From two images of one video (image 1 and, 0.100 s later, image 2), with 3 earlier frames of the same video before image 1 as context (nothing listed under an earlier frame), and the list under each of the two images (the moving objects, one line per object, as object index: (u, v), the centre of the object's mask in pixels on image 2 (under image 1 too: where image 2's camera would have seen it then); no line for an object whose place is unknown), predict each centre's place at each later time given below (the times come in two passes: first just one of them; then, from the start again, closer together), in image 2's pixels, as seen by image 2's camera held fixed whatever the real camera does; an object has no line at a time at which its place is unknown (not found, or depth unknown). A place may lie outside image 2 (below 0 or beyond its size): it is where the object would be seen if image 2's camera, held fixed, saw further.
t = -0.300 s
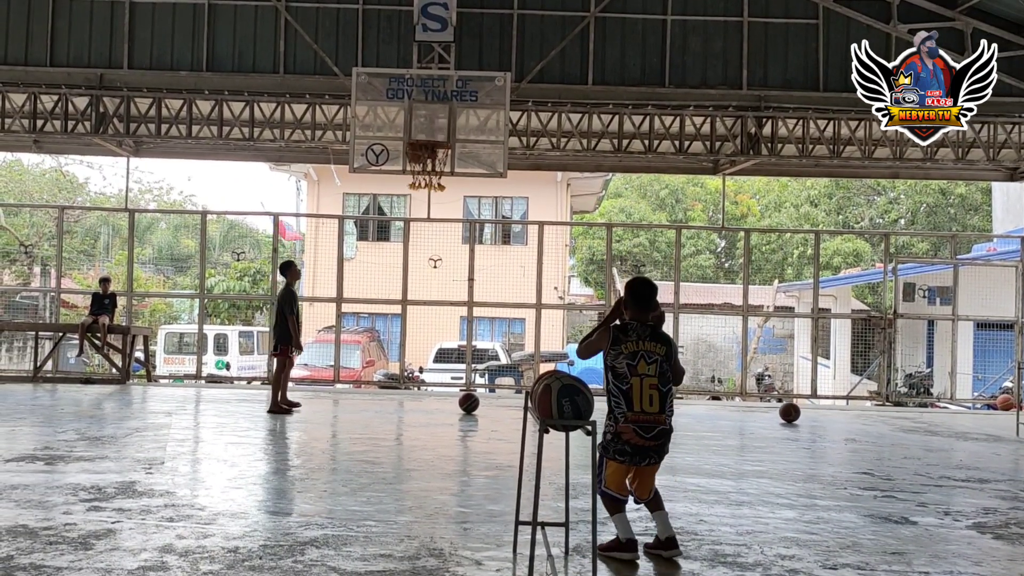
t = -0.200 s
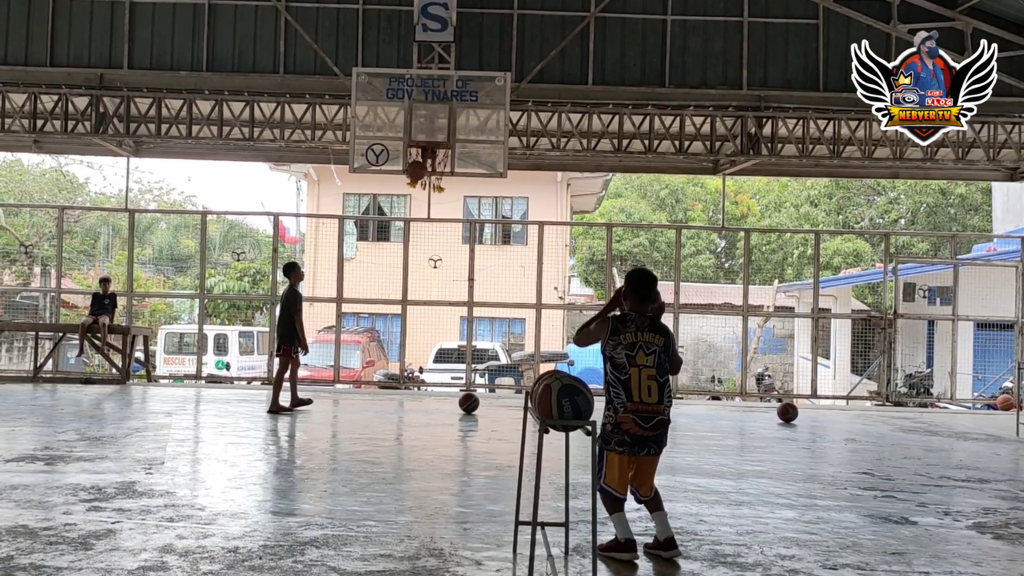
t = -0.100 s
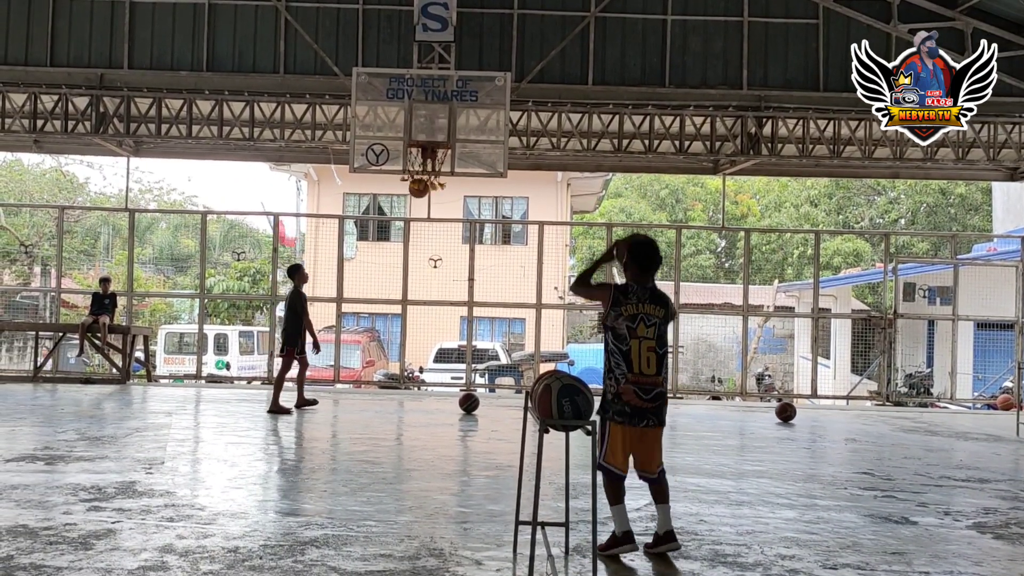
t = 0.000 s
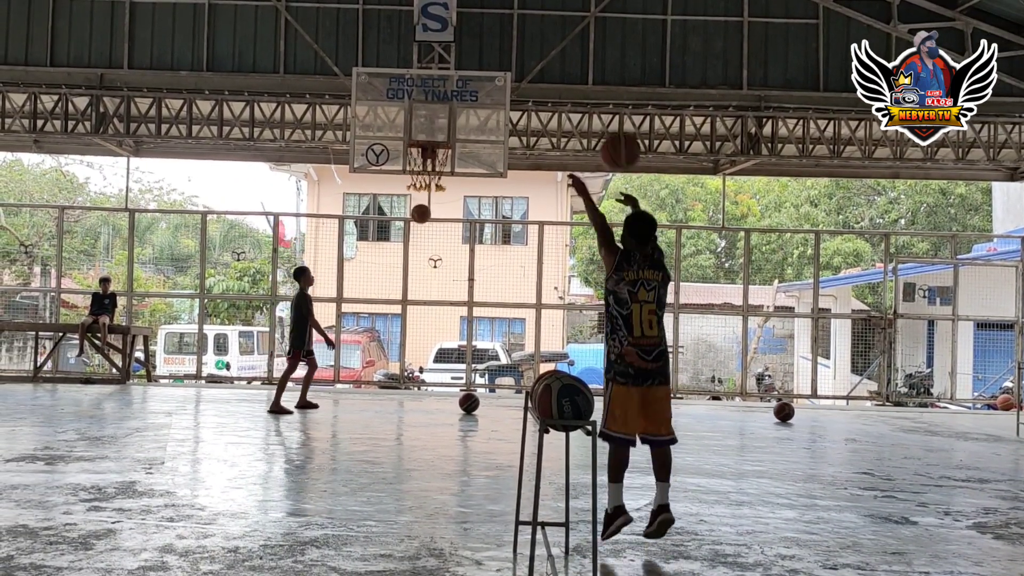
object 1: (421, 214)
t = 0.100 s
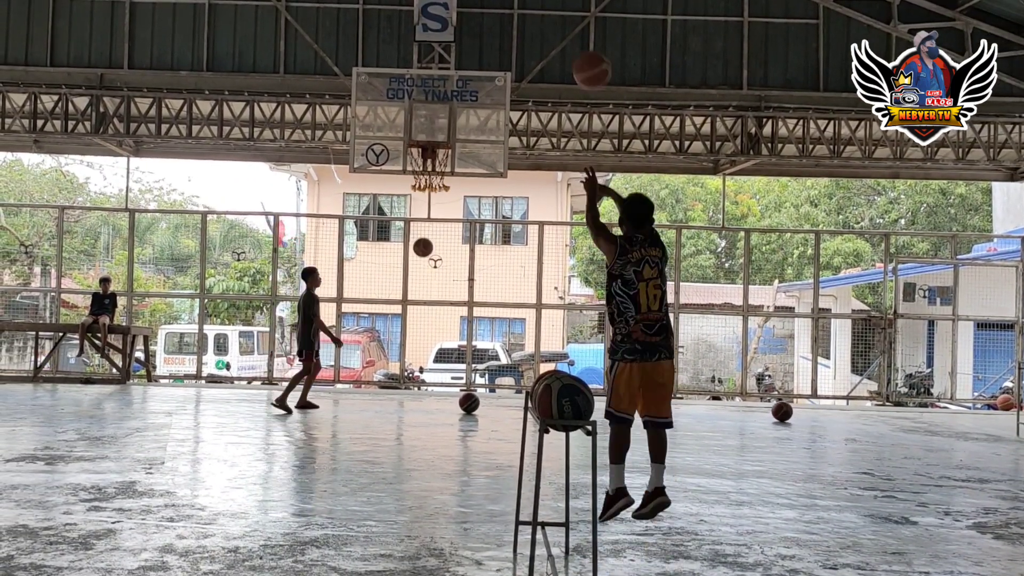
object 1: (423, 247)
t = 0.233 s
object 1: (425, 305)
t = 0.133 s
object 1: (423, 260)
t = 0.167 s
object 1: (424, 274)
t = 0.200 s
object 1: (425, 289)
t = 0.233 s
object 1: (425, 305)
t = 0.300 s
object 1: (426, 339)
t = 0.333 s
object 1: (426, 357)
